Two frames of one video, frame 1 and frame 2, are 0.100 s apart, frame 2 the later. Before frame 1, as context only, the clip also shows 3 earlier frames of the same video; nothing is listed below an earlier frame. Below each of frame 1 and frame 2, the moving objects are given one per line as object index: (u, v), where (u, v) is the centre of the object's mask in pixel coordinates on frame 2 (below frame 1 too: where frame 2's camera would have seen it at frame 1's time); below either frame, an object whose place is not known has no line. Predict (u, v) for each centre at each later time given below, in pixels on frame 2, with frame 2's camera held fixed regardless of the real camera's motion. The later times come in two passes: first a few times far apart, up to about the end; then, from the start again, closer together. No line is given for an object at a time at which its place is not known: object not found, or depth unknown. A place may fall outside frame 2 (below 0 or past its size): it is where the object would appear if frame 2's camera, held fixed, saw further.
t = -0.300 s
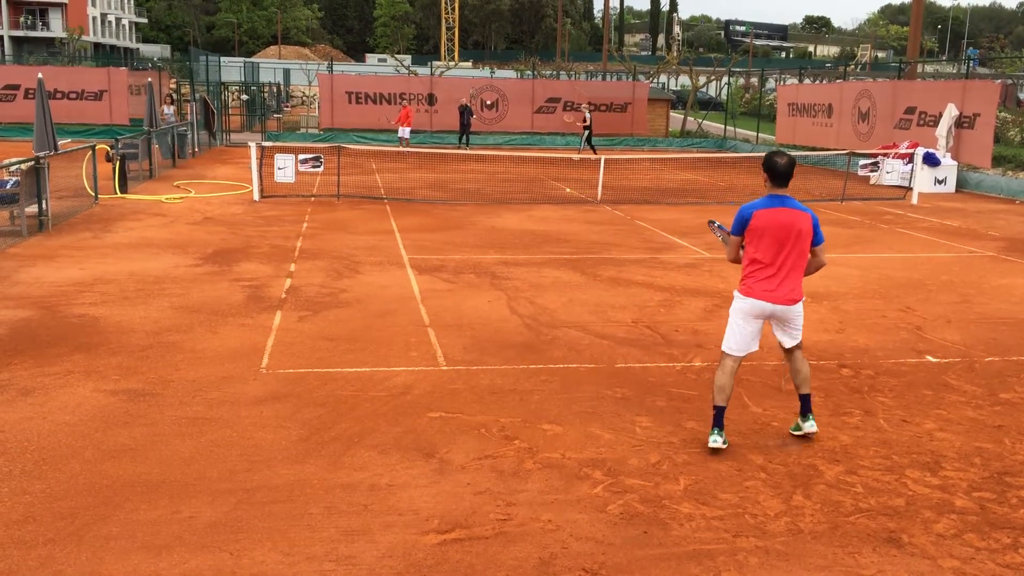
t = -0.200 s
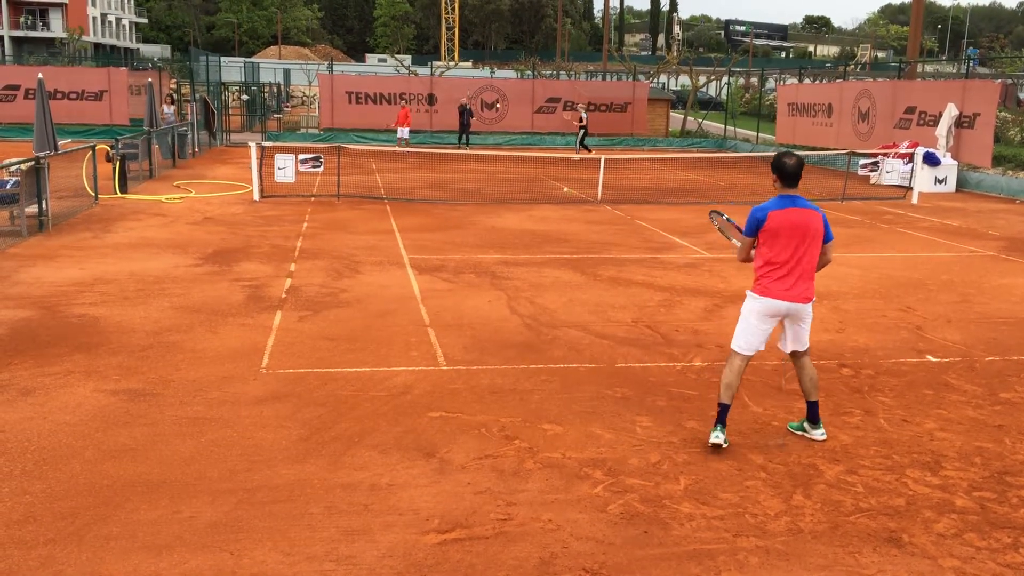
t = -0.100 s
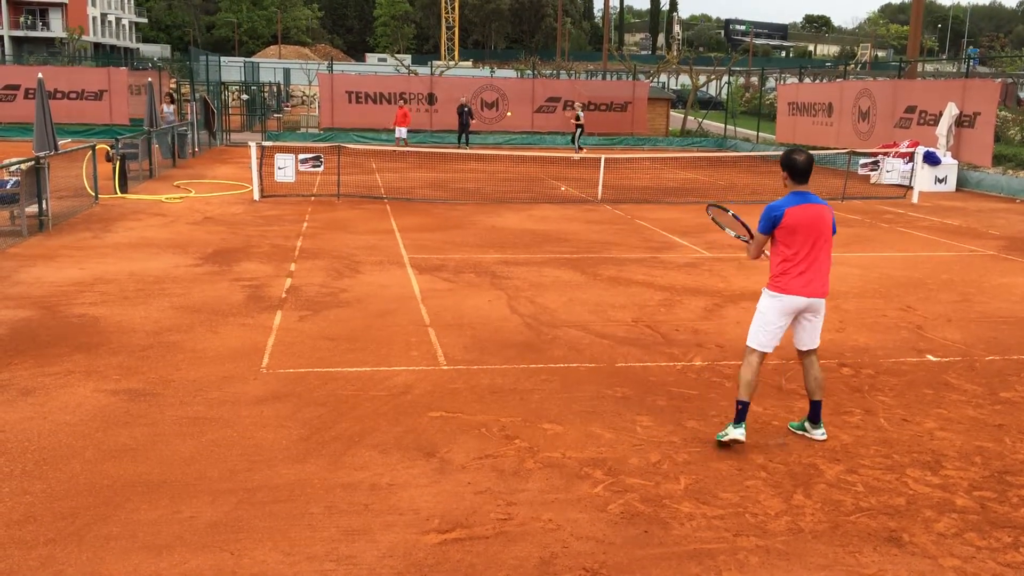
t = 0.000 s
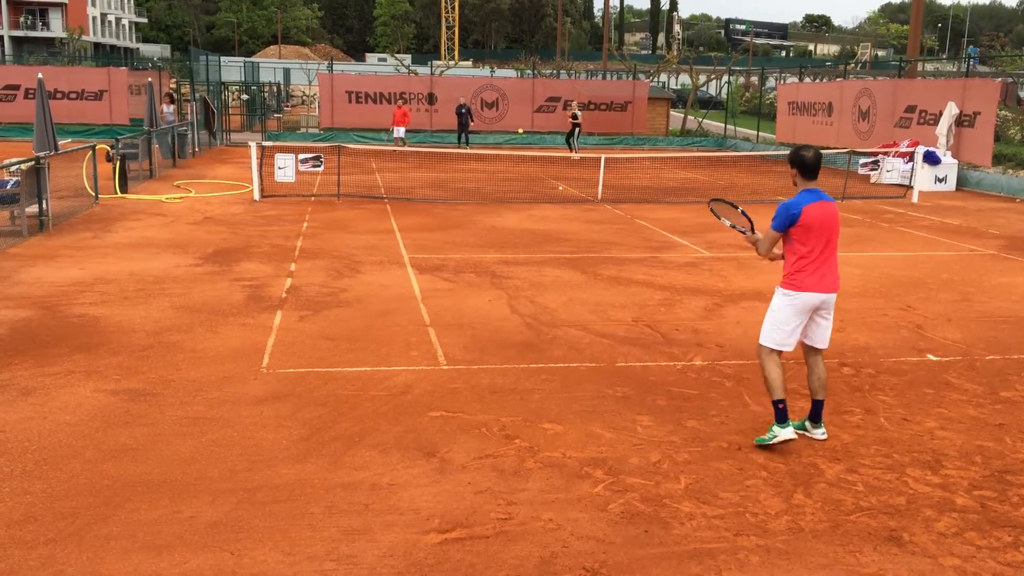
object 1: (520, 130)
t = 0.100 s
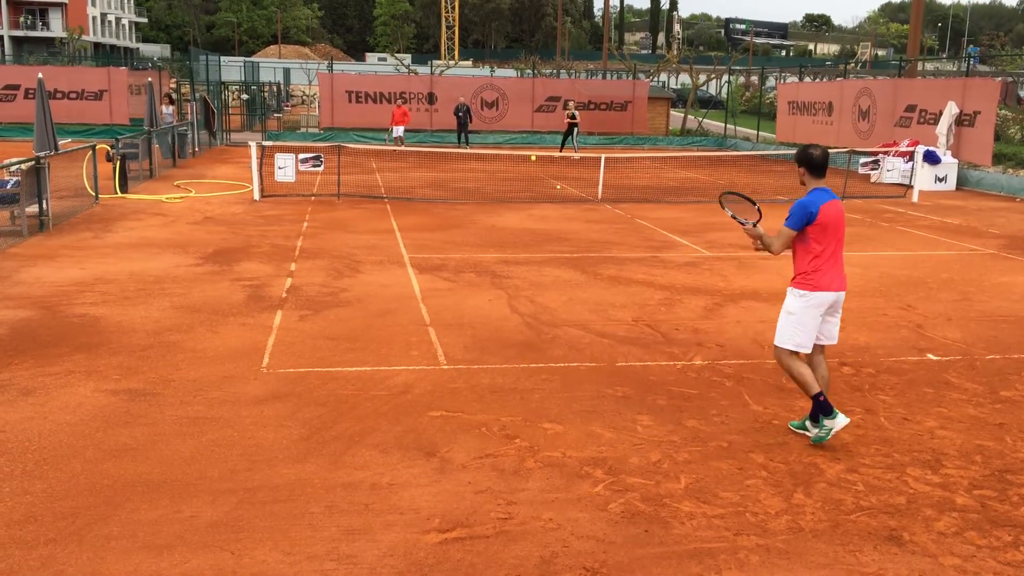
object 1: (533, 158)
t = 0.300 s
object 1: (564, 257)
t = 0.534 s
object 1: (594, 223)
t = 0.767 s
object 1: (633, 223)
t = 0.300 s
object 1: (564, 257)
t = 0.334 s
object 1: (569, 264)
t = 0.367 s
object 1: (572, 255)
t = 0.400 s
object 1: (576, 247)
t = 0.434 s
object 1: (581, 240)
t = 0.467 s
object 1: (585, 233)
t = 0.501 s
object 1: (589, 227)
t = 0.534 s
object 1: (594, 223)
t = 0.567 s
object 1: (599, 219)
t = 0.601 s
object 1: (604, 216)
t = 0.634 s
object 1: (609, 215)
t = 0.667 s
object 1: (615, 215)
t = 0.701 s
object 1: (620, 216)
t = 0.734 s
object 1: (627, 219)
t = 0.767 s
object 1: (633, 223)
